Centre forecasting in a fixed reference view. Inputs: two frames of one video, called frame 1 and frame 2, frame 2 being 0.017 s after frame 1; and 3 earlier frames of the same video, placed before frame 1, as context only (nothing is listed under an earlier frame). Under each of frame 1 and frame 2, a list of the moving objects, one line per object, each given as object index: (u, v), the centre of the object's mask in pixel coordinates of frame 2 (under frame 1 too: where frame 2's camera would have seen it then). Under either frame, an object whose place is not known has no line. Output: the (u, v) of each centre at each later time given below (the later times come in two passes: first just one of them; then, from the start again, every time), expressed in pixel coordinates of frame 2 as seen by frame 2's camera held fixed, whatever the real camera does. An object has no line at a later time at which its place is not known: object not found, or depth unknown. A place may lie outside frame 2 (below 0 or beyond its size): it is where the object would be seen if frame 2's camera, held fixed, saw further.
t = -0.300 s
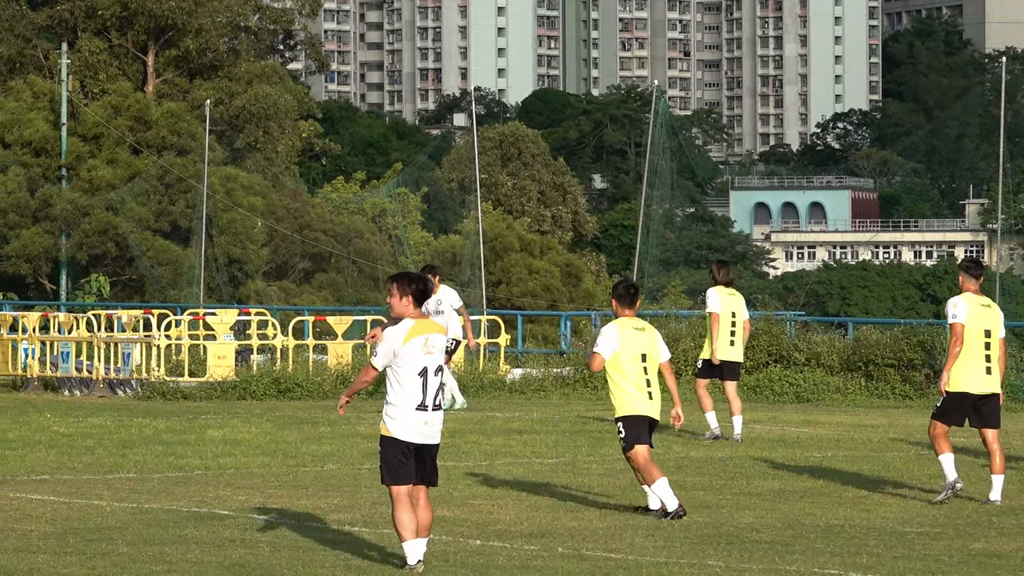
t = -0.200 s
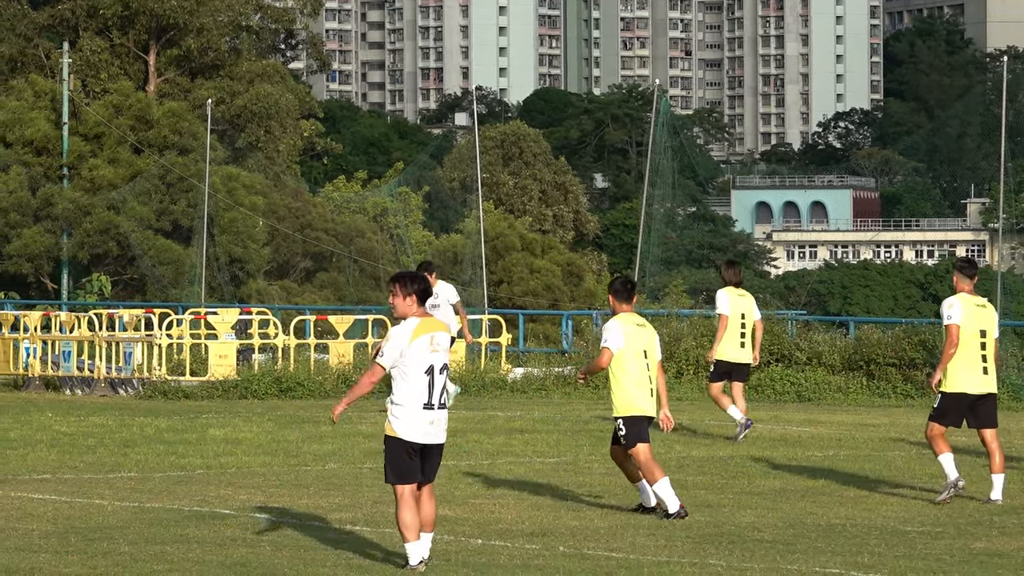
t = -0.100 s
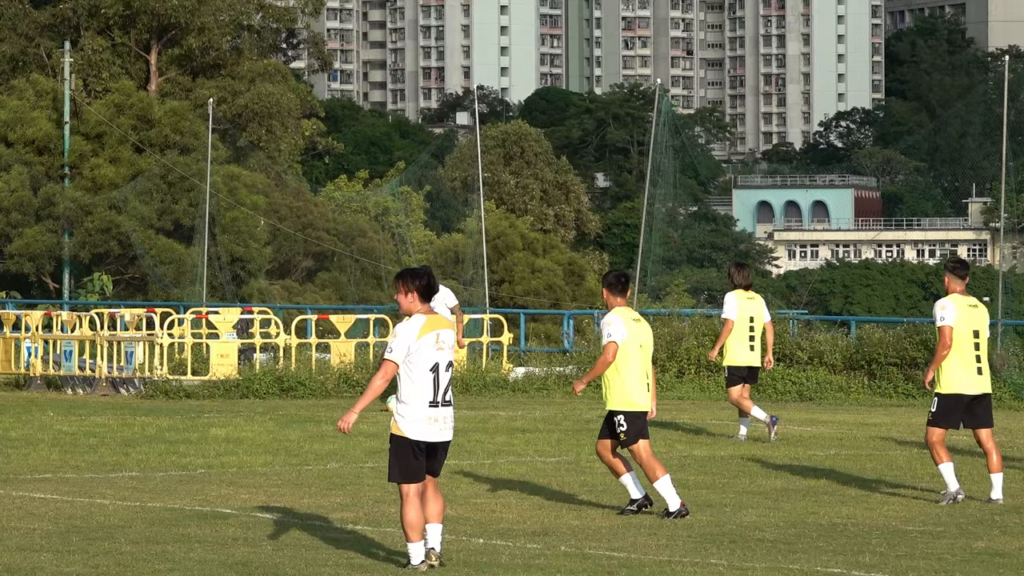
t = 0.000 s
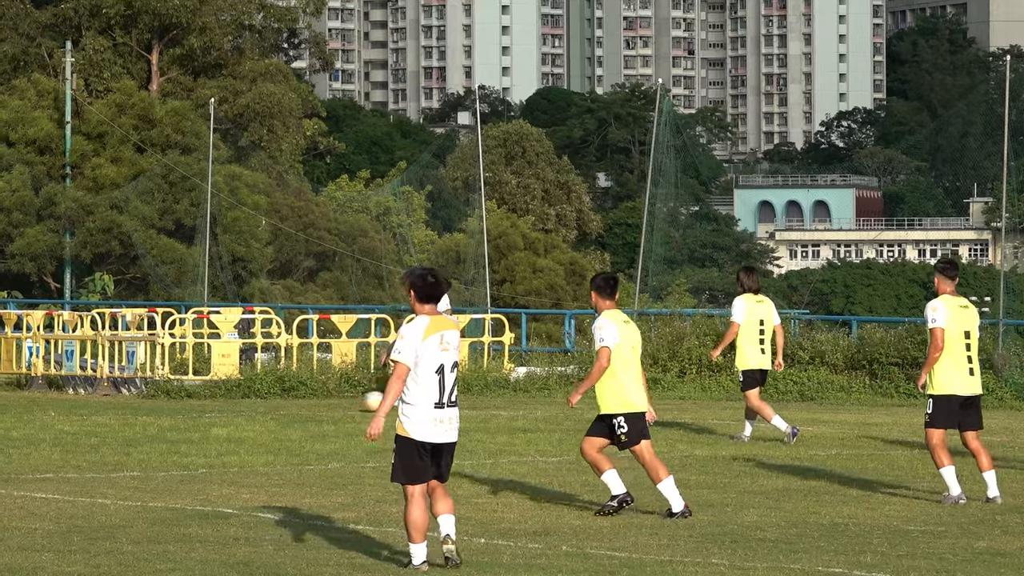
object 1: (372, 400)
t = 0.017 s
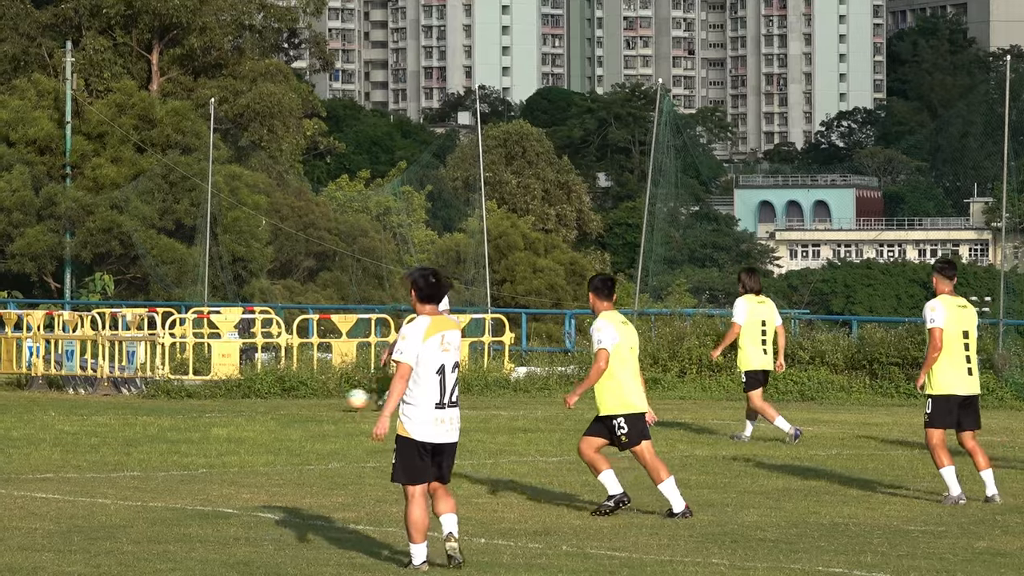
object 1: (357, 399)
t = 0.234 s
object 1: (120, 389)
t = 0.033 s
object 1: (339, 397)
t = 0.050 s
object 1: (322, 395)
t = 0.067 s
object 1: (303, 393)
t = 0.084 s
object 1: (285, 392)
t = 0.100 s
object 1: (267, 390)
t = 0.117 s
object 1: (250, 389)
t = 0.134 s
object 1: (231, 389)
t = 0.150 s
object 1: (213, 389)
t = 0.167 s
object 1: (194, 388)
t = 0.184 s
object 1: (176, 388)
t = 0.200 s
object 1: (157, 388)
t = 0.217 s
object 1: (138, 388)
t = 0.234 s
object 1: (120, 389)
